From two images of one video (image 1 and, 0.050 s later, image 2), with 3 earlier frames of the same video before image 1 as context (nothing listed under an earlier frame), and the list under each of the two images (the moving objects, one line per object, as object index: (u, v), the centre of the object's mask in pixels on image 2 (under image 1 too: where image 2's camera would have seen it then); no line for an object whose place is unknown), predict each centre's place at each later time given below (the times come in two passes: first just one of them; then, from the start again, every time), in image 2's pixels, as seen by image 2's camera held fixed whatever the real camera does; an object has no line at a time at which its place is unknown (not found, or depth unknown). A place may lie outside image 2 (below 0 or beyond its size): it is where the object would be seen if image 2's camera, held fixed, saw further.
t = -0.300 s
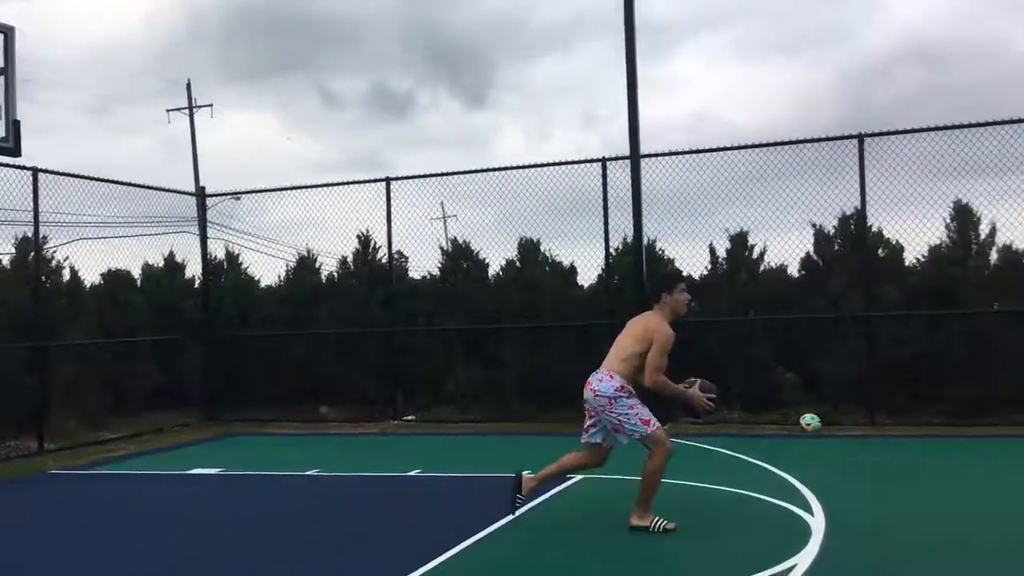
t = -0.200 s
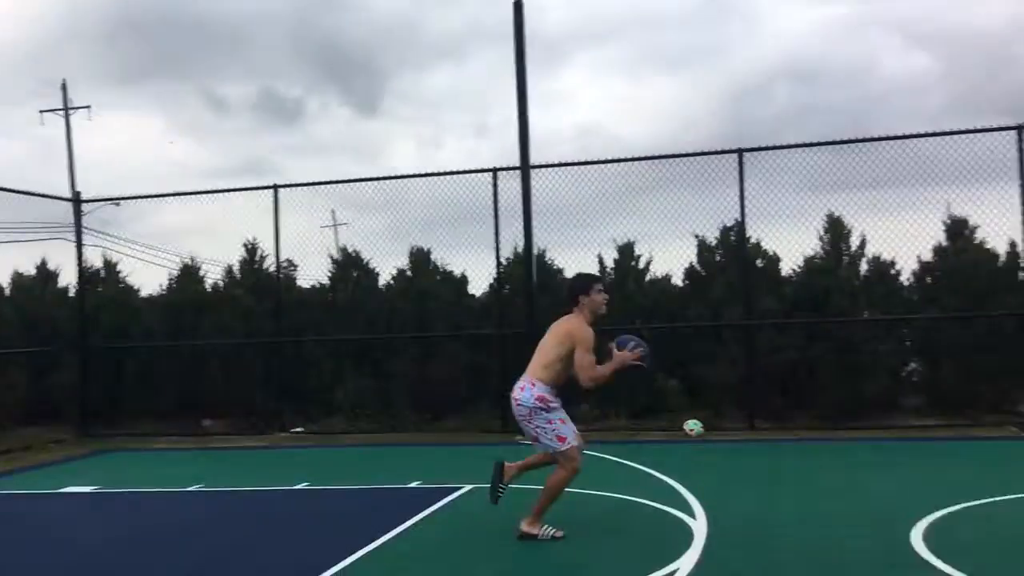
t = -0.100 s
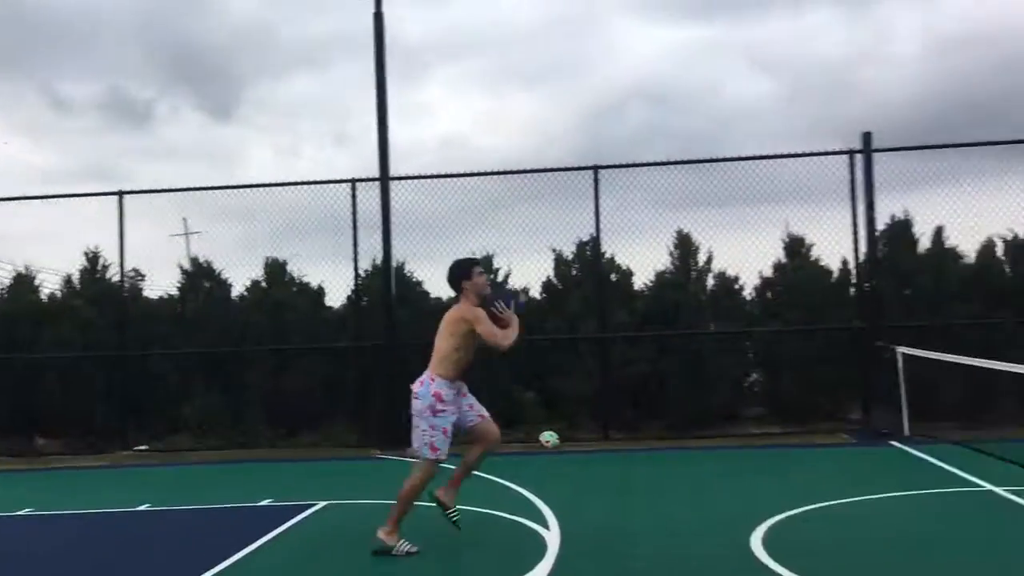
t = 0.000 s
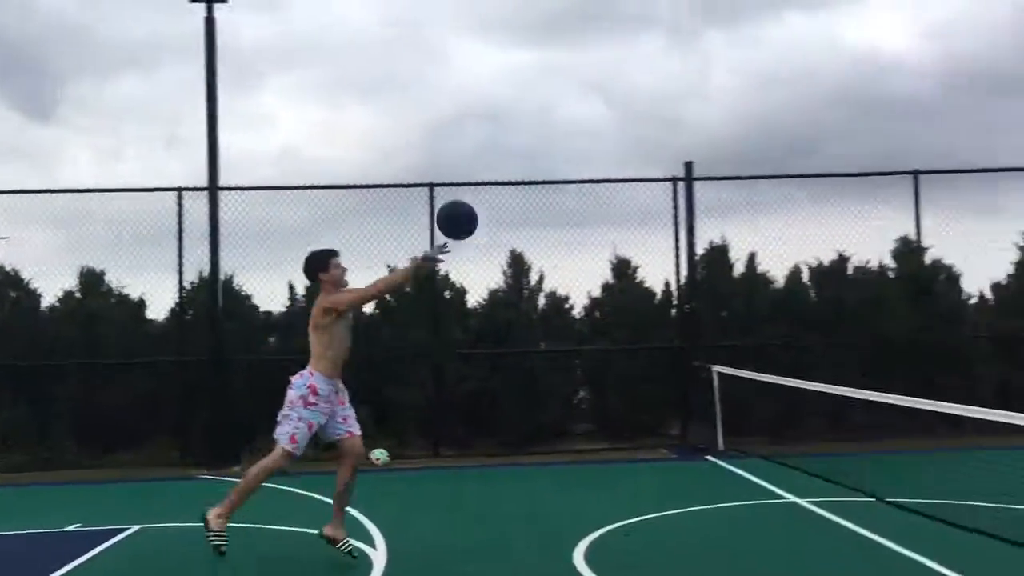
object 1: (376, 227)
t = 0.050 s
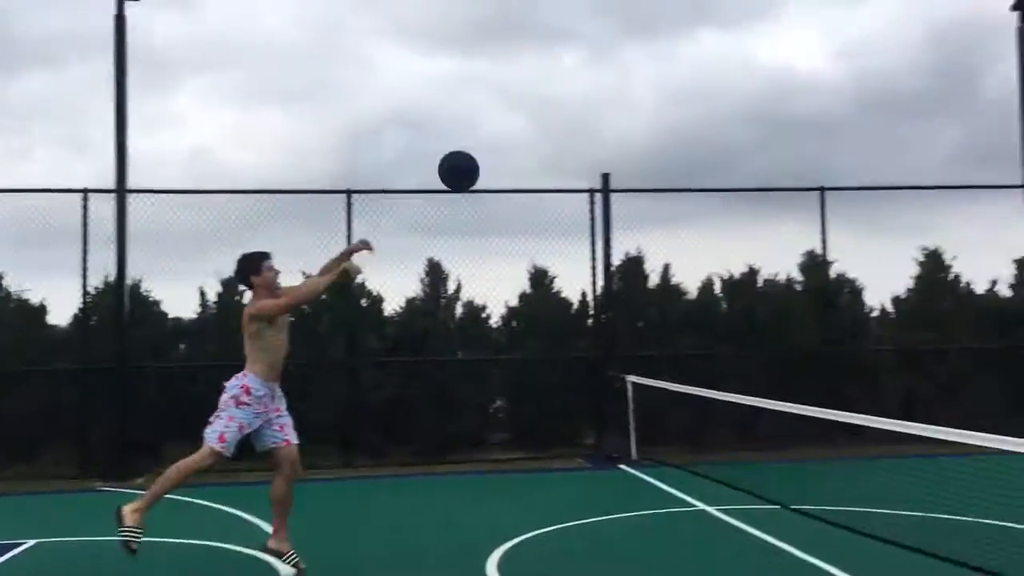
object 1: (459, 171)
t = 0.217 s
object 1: (726, 17)
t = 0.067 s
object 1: (486, 153)
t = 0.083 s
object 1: (514, 135)
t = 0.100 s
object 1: (541, 118)
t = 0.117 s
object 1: (568, 102)
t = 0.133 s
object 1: (595, 87)
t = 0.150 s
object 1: (622, 72)
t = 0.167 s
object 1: (648, 57)
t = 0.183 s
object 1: (674, 44)
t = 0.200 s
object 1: (700, 30)
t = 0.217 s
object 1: (726, 17)
